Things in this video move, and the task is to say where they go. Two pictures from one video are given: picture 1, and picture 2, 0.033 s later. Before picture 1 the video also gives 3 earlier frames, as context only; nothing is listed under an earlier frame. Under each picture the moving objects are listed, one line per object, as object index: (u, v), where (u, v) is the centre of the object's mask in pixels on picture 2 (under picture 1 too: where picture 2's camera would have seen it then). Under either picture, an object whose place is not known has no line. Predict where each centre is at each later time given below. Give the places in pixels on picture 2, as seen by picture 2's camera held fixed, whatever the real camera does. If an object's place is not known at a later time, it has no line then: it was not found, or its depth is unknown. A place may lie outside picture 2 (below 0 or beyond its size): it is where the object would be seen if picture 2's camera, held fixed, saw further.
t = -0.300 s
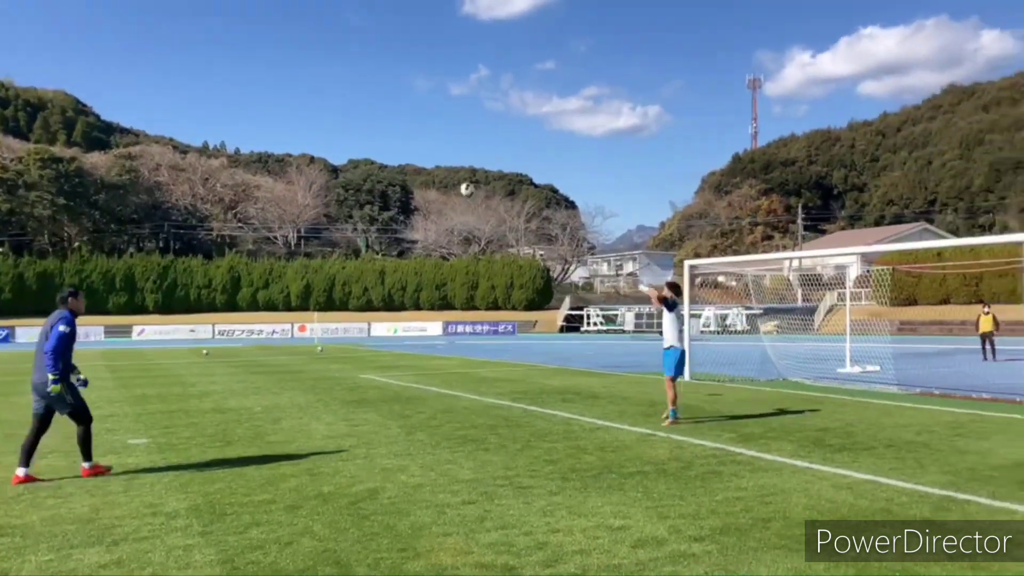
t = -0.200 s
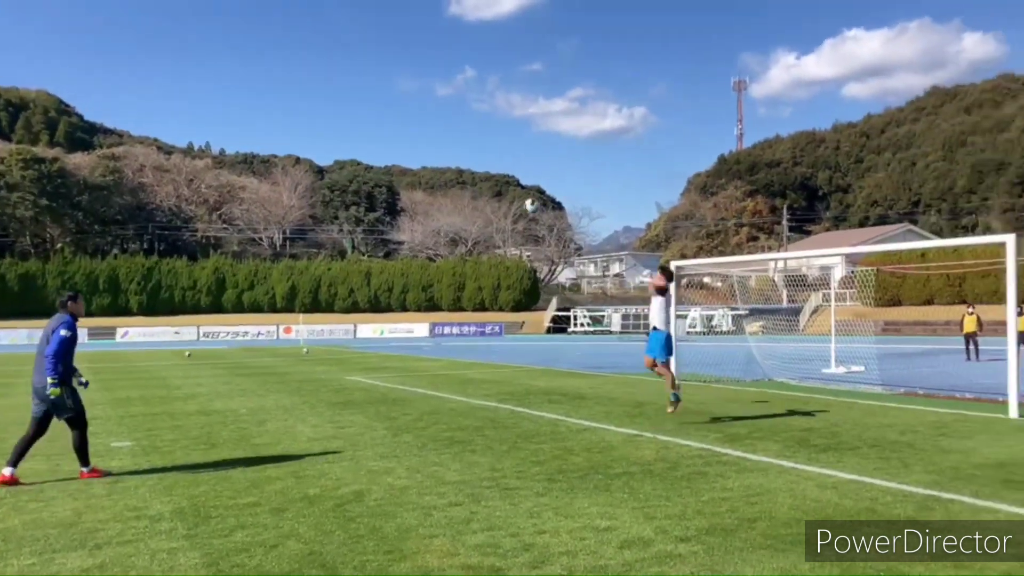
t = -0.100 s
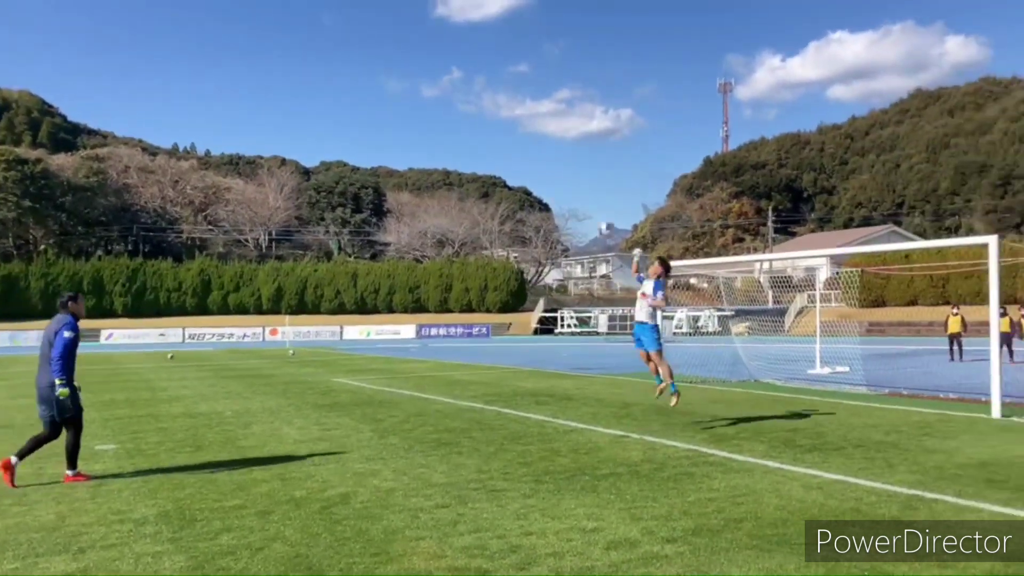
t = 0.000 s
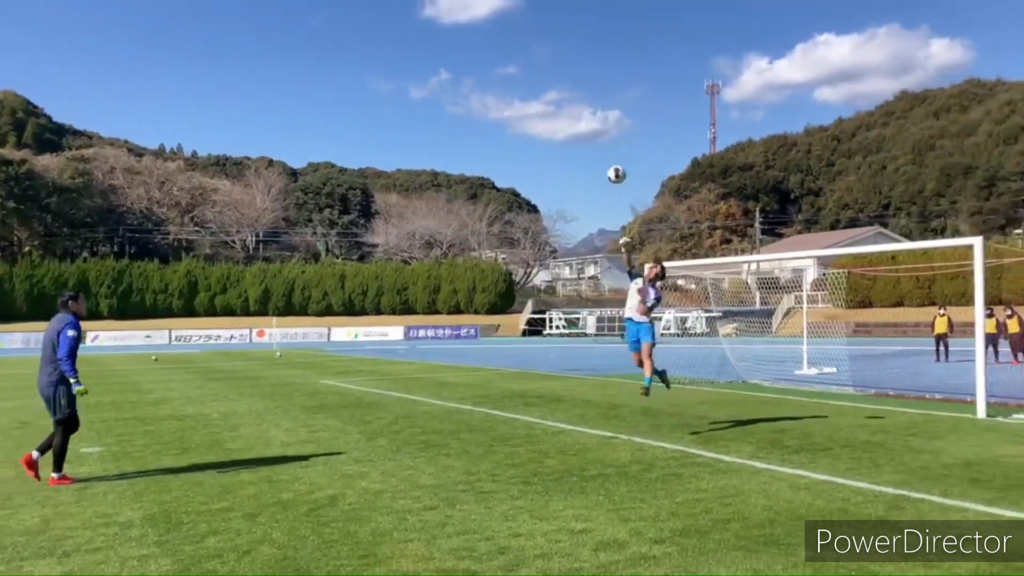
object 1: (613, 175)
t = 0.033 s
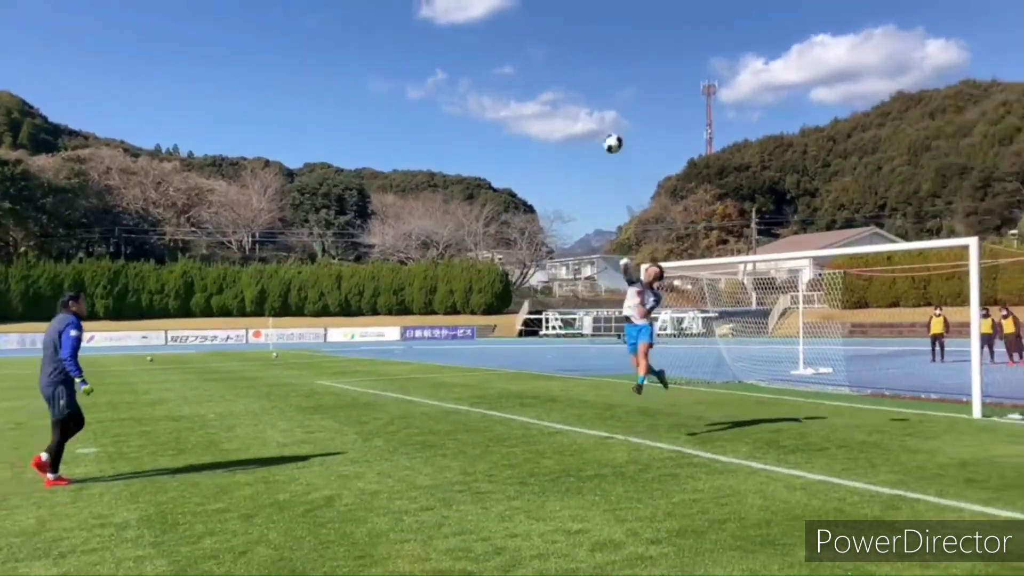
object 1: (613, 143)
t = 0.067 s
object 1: (613, 110)
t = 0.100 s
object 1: (614, 74)
